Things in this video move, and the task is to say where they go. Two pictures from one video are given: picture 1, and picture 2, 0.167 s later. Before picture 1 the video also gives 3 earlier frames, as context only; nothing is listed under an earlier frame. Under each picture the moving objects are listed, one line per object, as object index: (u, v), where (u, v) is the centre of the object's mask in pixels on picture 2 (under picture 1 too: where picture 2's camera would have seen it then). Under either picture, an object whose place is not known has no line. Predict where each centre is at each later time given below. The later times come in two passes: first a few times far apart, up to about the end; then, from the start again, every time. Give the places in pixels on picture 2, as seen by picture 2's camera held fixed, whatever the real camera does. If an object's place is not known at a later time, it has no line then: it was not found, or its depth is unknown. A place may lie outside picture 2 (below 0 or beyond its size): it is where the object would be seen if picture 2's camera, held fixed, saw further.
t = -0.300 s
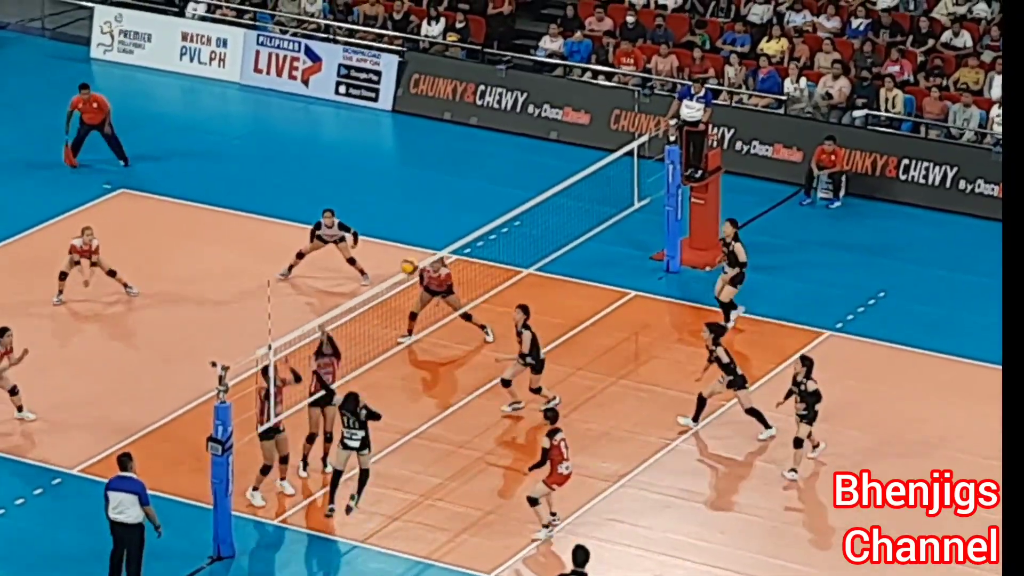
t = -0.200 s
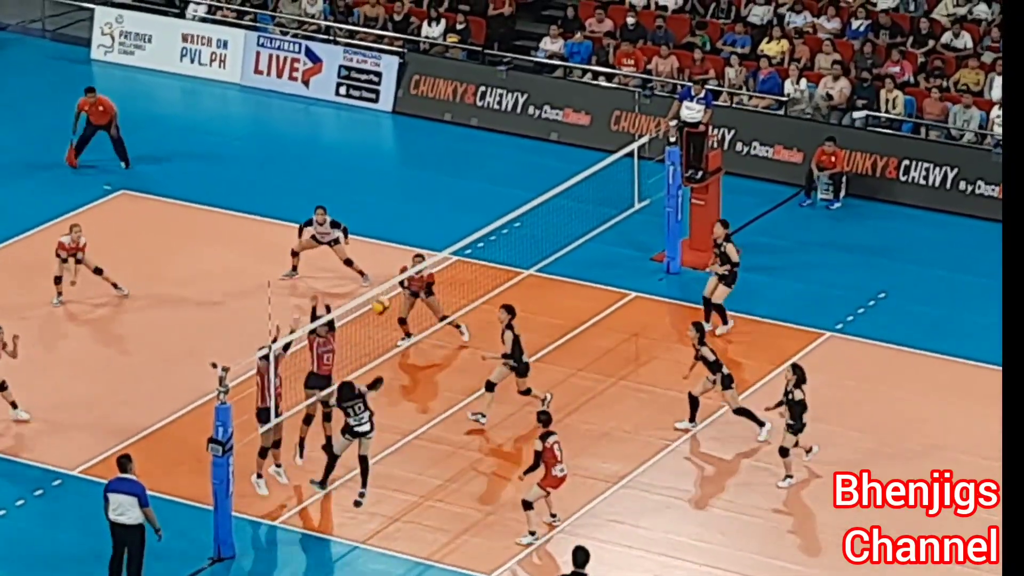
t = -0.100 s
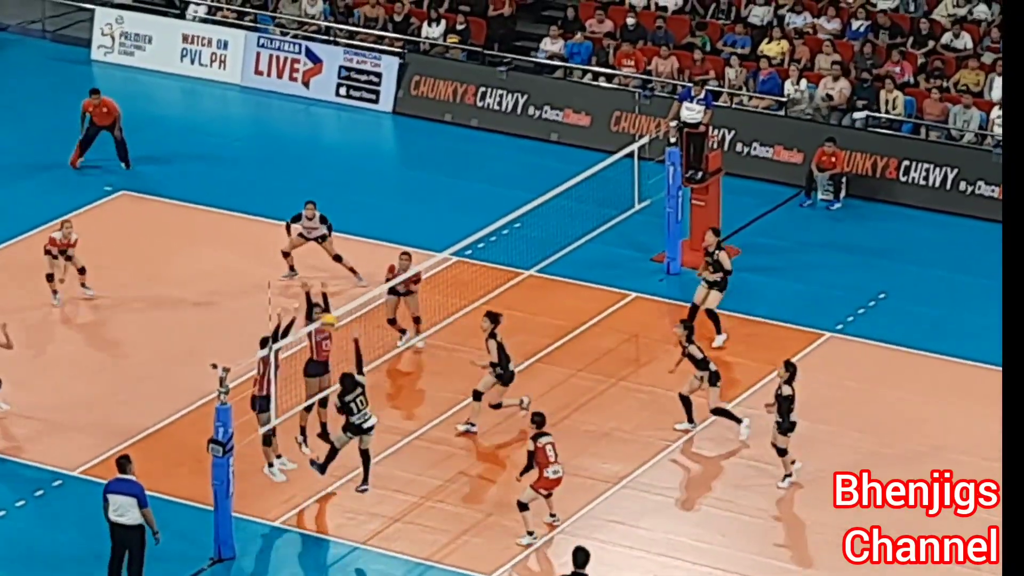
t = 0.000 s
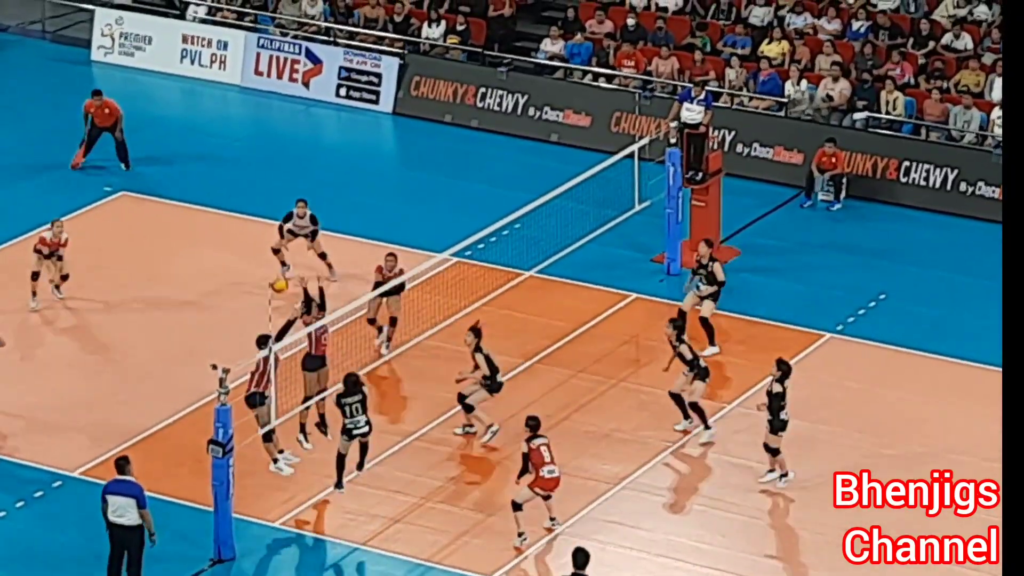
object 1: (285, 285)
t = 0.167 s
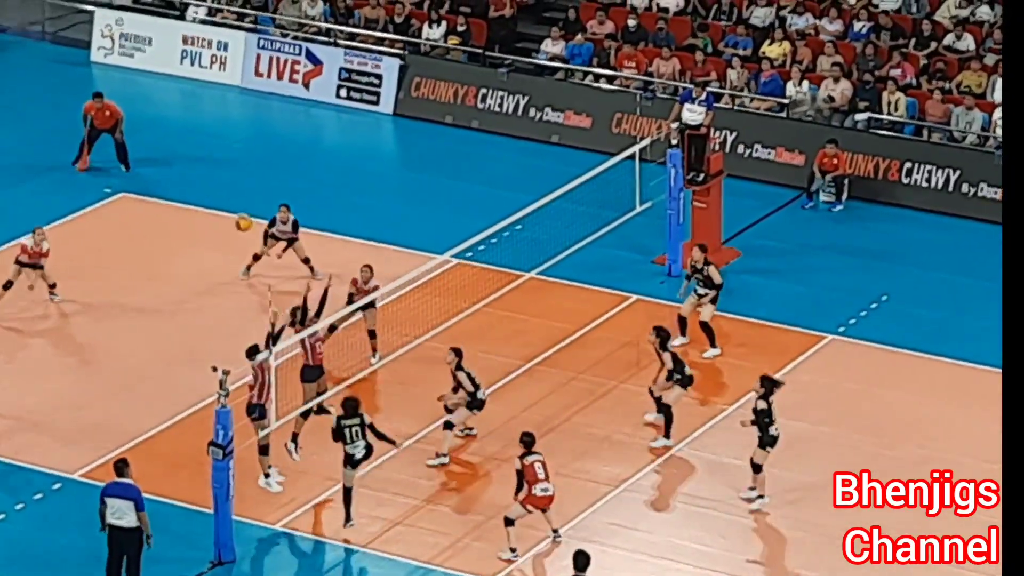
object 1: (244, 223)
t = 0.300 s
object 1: (219, 188)
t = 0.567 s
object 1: (170, 173)
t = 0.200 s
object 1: (239, 212)
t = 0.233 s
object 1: (231, 204)
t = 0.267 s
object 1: (229, 196)
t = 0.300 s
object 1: (219, 188)
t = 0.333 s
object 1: (214, 182)
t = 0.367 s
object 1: (208, 179)
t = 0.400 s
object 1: (200, 175)
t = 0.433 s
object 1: (194, 173)
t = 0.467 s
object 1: (188, 172)
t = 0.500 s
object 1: (181, 170)
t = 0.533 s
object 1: (175, 171)
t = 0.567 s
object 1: (170, 173)
